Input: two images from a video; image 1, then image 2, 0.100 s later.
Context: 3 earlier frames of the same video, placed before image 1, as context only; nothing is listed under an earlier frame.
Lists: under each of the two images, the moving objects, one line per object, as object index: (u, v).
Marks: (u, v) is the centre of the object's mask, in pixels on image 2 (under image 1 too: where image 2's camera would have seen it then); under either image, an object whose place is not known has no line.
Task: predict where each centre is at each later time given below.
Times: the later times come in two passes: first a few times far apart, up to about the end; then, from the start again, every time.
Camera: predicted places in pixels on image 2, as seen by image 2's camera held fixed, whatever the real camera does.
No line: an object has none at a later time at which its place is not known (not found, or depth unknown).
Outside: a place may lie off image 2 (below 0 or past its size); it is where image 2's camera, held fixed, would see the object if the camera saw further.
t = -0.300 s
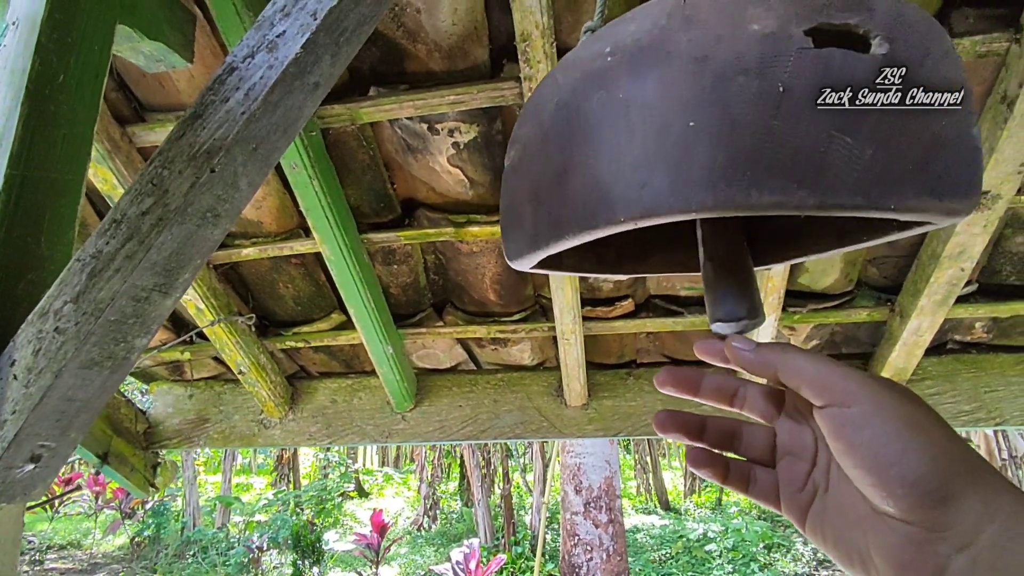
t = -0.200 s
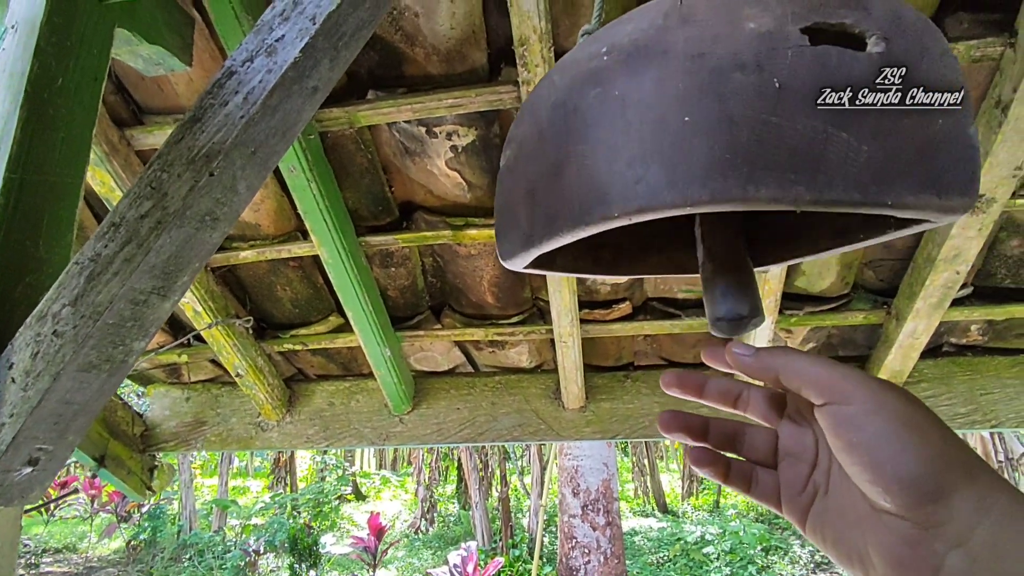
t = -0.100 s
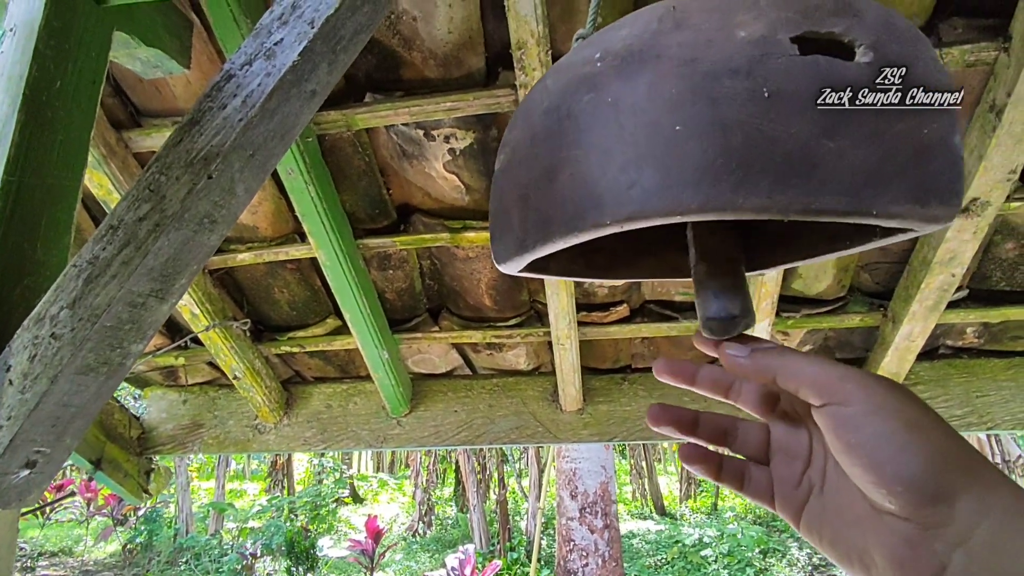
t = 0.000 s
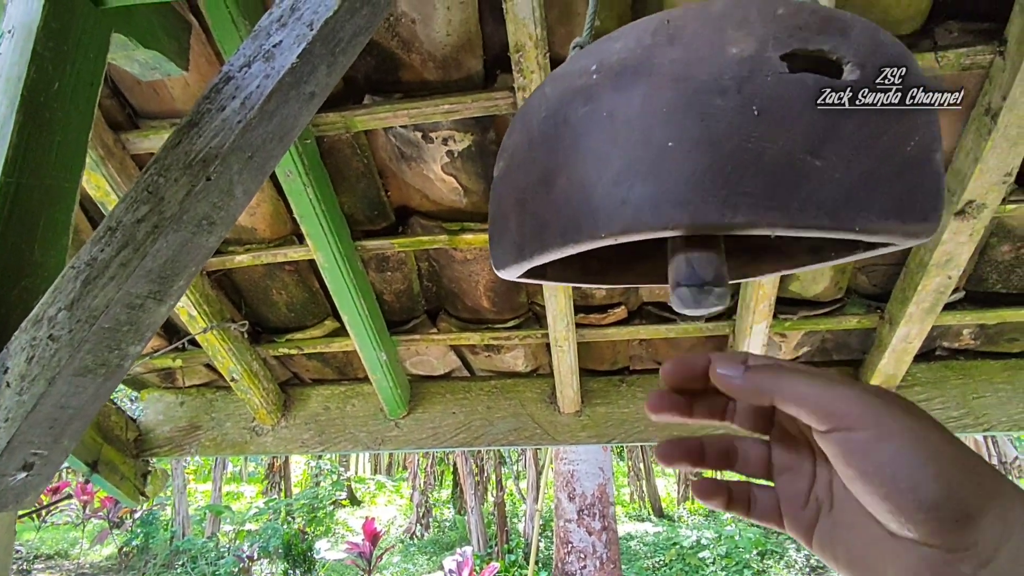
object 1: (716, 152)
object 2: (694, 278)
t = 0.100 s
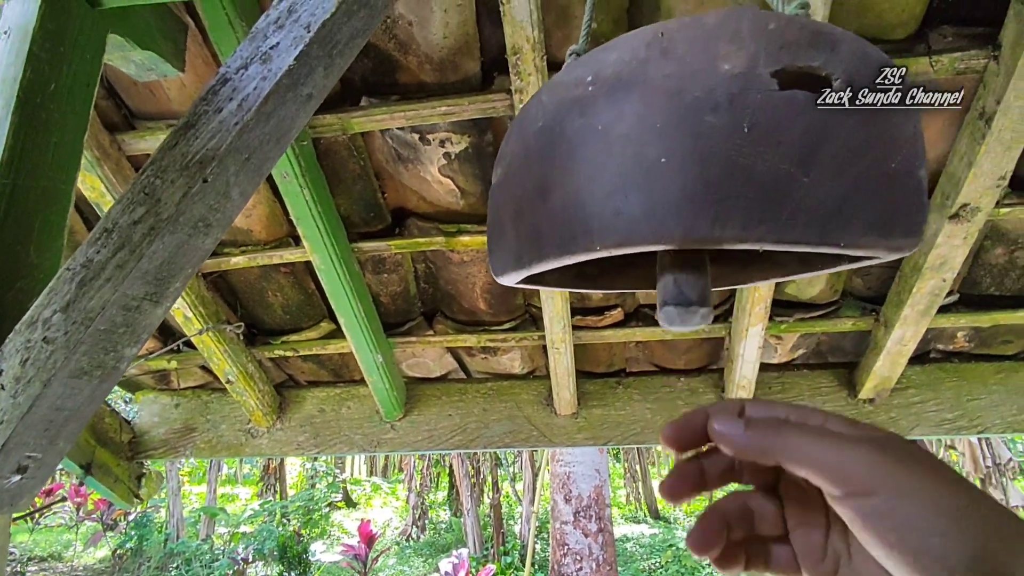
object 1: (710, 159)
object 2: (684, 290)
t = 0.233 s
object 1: (705, 165)
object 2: (689, 307)
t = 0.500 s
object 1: (705, 173)
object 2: (709, 309)
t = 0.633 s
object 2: (706, 304)
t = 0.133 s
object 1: (708, 161)
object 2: (684, 298)
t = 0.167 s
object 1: (707, 162)
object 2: (685, 304)
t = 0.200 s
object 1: (707, 163)
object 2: (687, 305)
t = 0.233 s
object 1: (705, 165)
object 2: (689, 307)
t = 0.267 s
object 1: (705, 166)
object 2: (691, 310)
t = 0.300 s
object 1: (705, 168)
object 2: (694, 310)
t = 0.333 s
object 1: (704, 170)
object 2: (697, 310)
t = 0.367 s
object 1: (704, 171)
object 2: (700, 310)
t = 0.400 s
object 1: (703, 173)
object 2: (703, 310)
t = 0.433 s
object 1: (703, 173)
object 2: (705, 311)
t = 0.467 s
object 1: (704, 173)
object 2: (708, 310)
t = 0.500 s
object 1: (705, 173)
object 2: (709, 309)
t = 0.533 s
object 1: (705, 172)
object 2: (709, 308)
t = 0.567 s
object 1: (706, 171)
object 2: (709, 306)
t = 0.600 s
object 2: (708, 305)
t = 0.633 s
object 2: (706, 304)
